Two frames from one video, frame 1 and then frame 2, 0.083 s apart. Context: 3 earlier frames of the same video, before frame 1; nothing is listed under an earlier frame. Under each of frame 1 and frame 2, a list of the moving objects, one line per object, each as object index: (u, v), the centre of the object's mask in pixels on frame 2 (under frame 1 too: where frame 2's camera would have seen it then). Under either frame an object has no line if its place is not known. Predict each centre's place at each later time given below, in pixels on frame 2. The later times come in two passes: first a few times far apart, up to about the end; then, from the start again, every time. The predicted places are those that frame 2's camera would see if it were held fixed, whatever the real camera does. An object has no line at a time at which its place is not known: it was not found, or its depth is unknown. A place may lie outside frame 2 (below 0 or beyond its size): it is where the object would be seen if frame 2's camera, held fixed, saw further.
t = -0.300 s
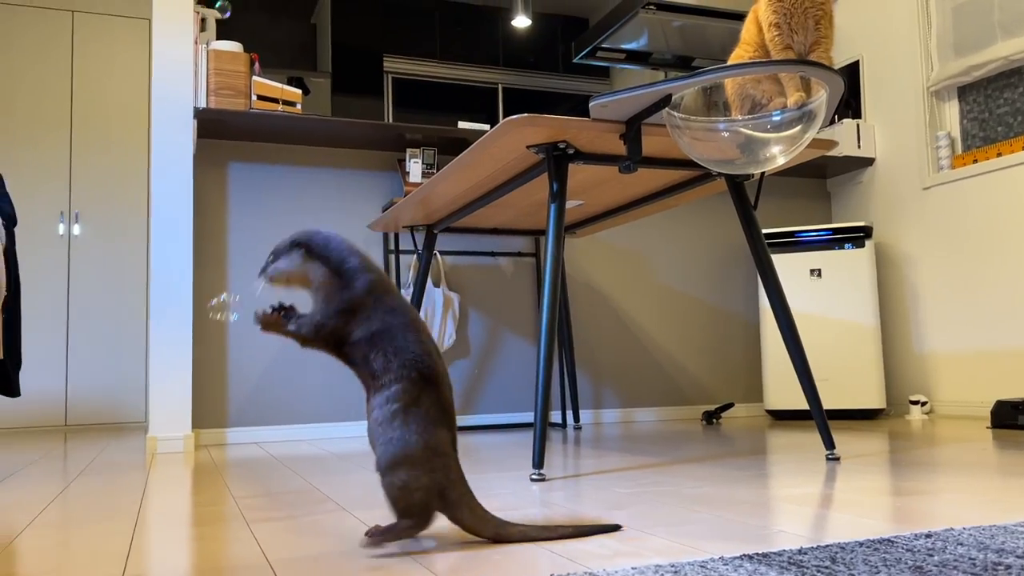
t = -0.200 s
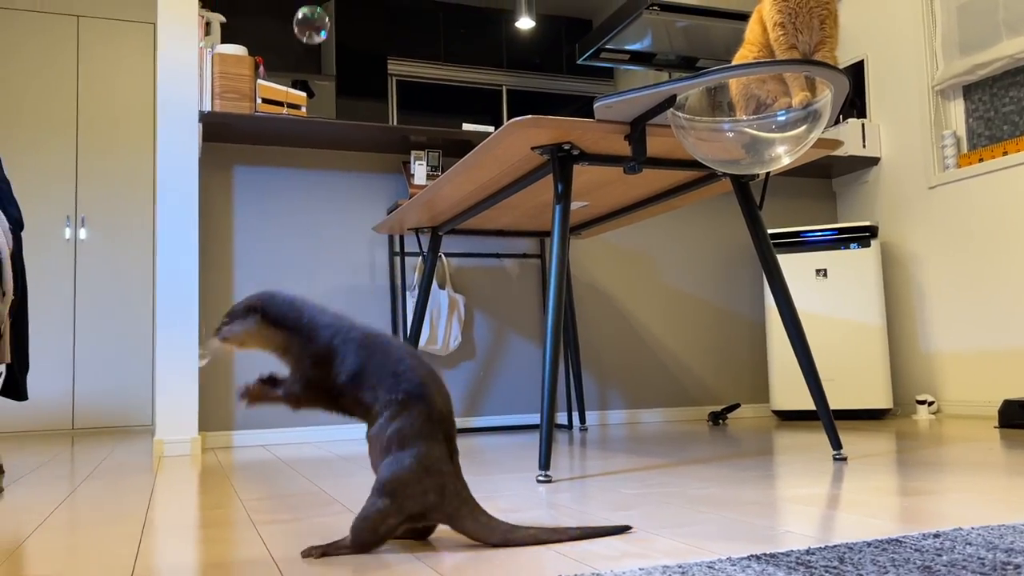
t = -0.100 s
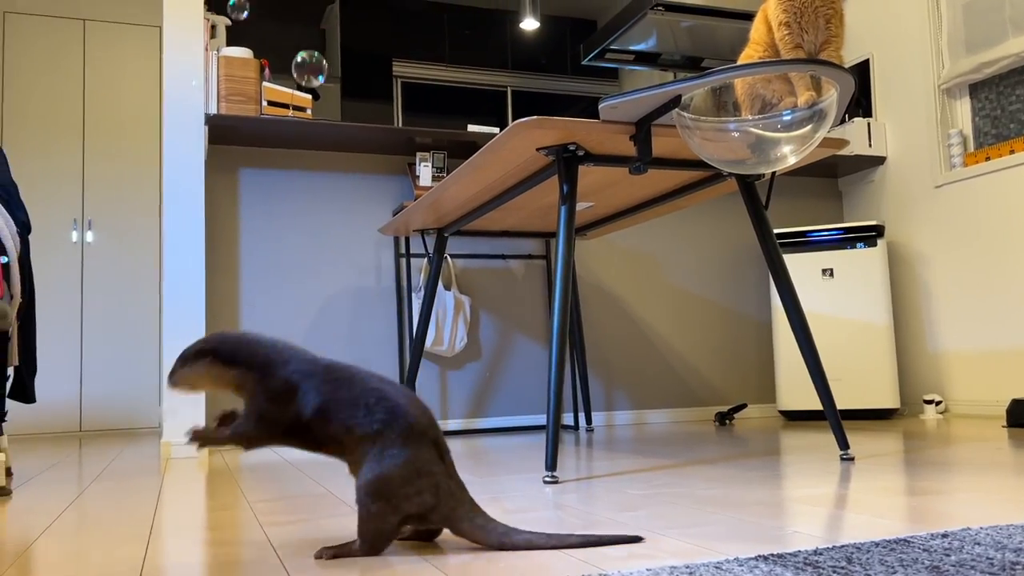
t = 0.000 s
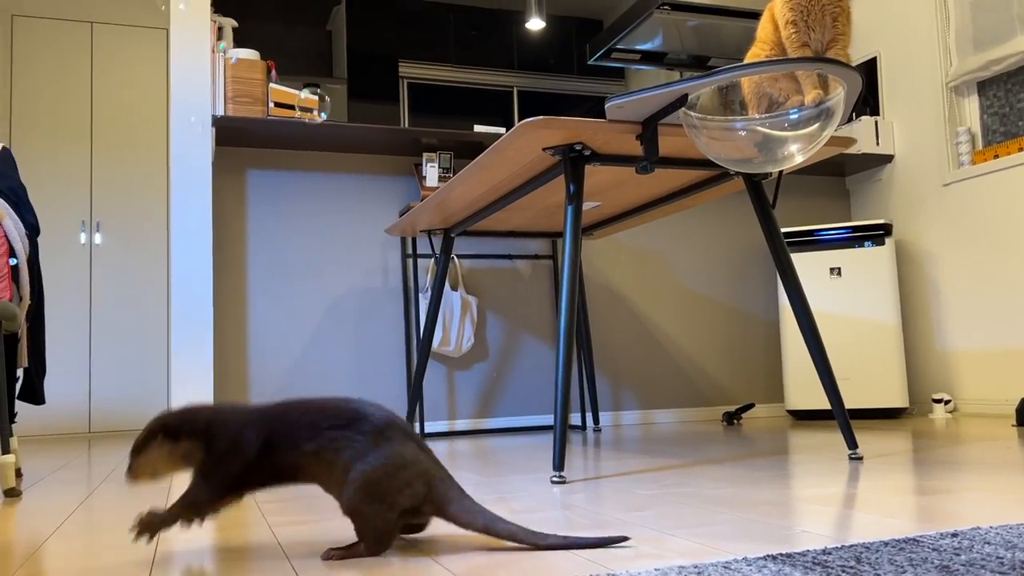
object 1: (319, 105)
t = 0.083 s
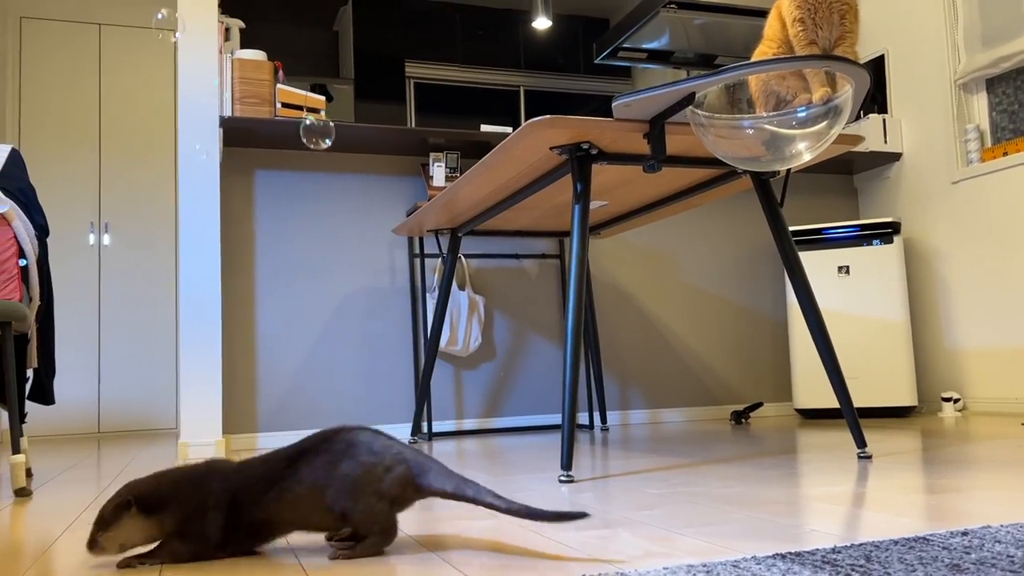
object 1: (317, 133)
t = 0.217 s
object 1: (315, 169)
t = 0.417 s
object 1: (317, 215)
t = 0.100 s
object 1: (317, 137)
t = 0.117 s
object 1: (317, 142)
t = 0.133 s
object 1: (316, 146)
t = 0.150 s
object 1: (316, 151)
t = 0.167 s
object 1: (316, 155)
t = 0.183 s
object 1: (316, 160)
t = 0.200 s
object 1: (316, 164)
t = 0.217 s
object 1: (315, 169)
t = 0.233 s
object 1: (315, 173)
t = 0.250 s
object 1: (315, 177)
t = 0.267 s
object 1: (315, 181)
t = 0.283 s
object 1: (315, 185)
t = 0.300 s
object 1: (315, 189)
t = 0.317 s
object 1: (315, 193)
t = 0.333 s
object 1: (315, 197)
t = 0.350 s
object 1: (316, 201)
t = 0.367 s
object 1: (316, 204)
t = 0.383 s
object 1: (316, 207)
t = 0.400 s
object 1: (316, 211)
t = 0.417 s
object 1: (317, 215)
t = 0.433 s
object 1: (318, 218)
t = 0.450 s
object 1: (318, 221)
